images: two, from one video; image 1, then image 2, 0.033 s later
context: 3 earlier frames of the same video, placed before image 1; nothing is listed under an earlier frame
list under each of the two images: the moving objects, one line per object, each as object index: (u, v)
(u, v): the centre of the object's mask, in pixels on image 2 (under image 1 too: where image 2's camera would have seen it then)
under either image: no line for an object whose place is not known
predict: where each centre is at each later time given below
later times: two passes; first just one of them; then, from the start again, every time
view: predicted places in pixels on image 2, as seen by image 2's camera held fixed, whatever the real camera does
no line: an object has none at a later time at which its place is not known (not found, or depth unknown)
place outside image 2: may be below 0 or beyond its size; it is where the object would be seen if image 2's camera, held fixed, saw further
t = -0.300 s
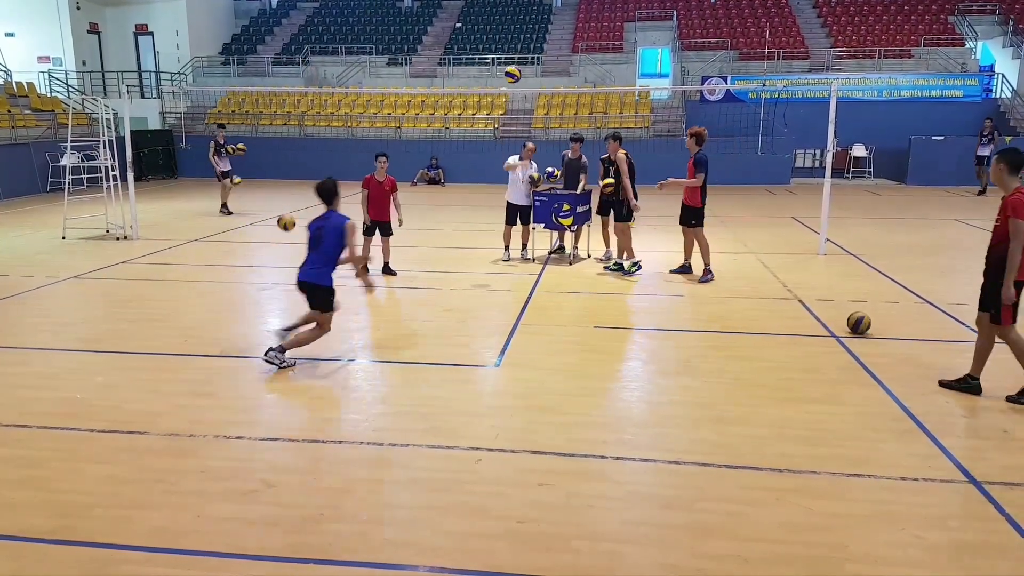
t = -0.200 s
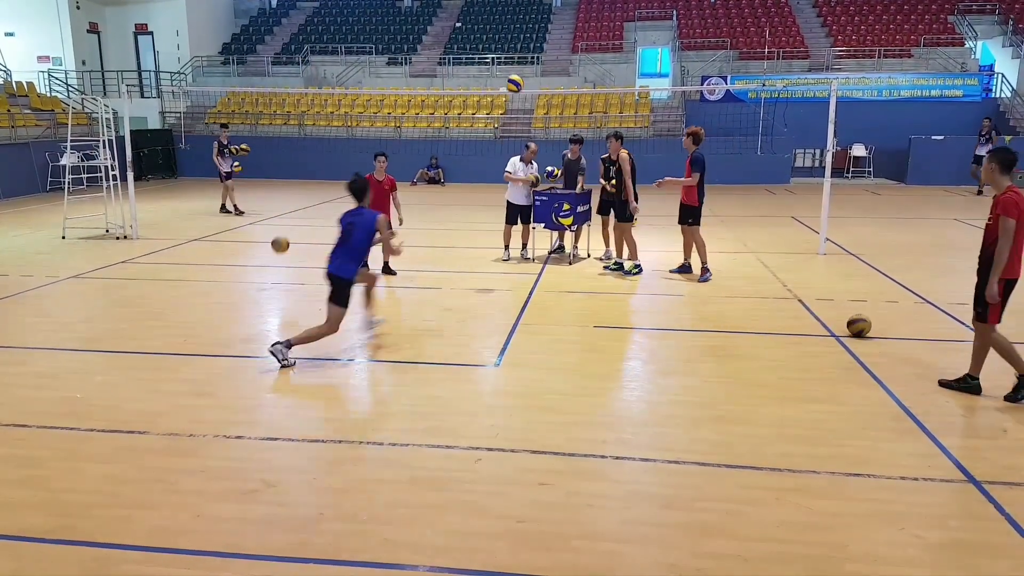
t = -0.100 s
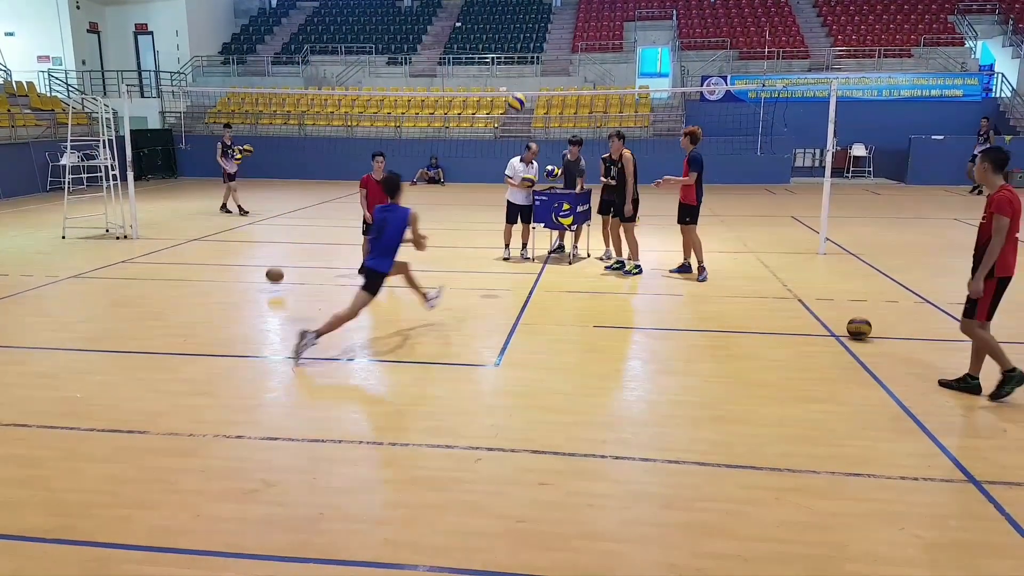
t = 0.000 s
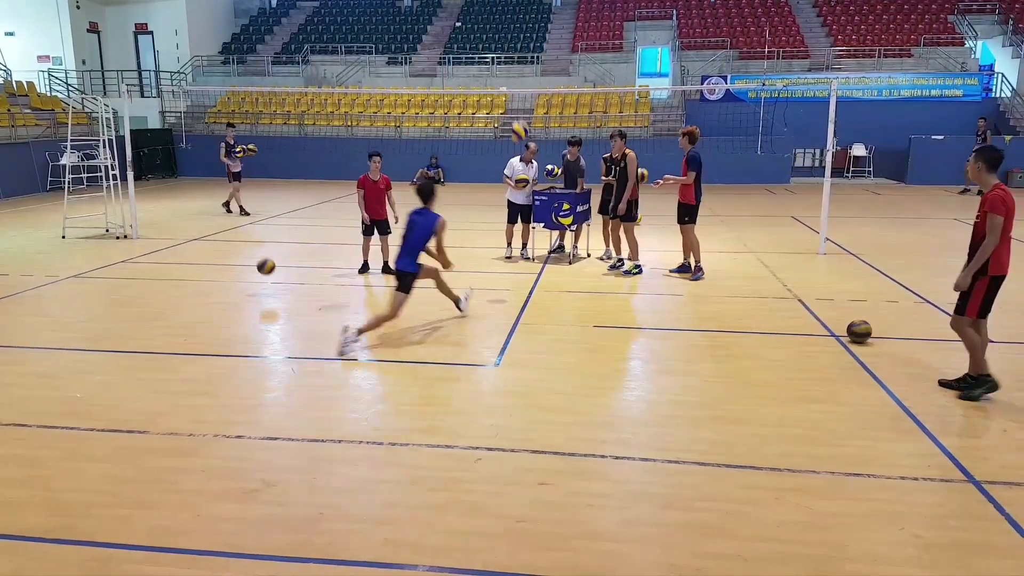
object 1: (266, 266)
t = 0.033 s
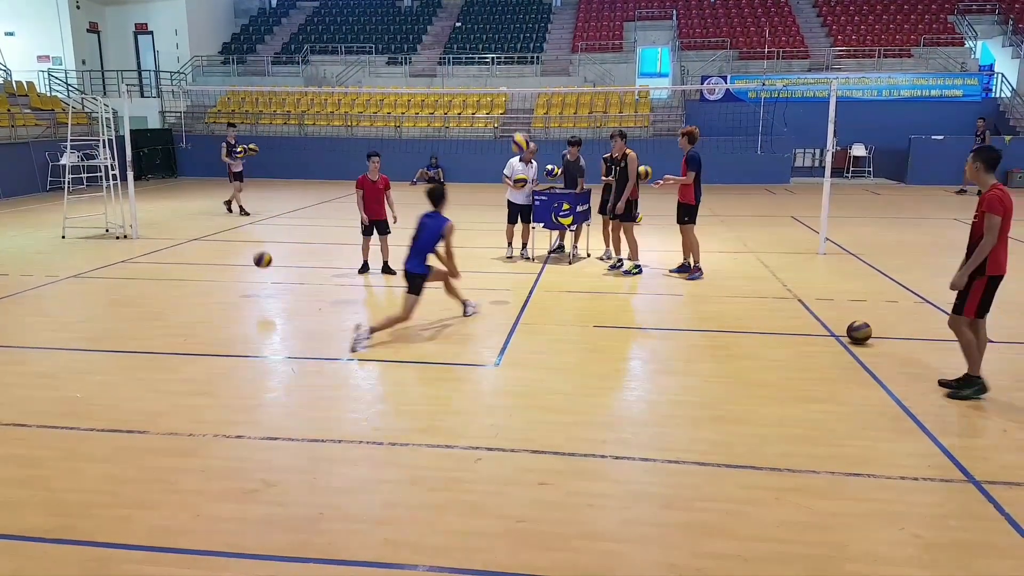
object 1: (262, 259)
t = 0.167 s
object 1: (250, 241)
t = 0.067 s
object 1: (259, 254)
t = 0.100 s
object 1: (256, 249)
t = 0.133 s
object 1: (253, 244)
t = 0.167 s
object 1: (250, 241)
